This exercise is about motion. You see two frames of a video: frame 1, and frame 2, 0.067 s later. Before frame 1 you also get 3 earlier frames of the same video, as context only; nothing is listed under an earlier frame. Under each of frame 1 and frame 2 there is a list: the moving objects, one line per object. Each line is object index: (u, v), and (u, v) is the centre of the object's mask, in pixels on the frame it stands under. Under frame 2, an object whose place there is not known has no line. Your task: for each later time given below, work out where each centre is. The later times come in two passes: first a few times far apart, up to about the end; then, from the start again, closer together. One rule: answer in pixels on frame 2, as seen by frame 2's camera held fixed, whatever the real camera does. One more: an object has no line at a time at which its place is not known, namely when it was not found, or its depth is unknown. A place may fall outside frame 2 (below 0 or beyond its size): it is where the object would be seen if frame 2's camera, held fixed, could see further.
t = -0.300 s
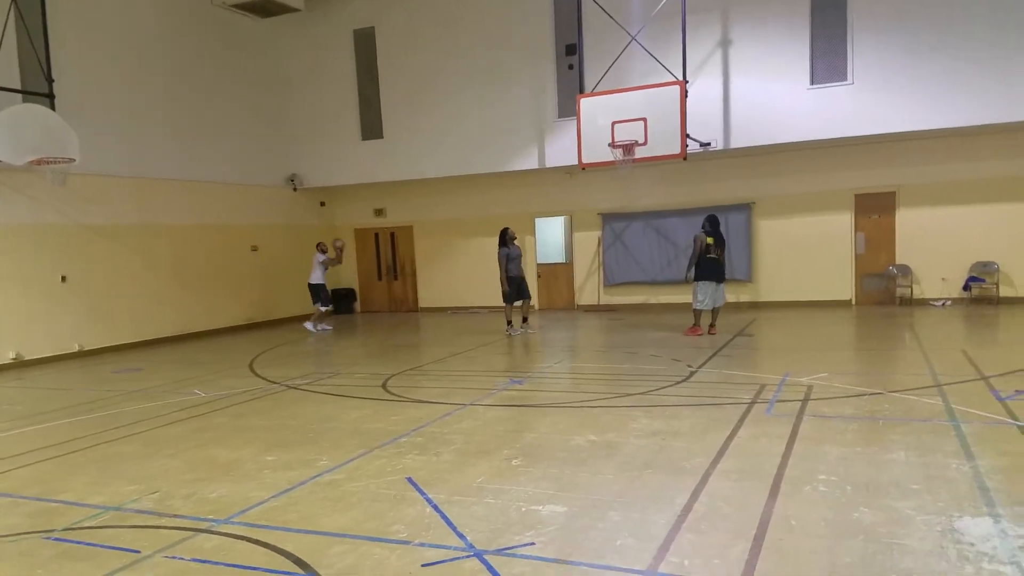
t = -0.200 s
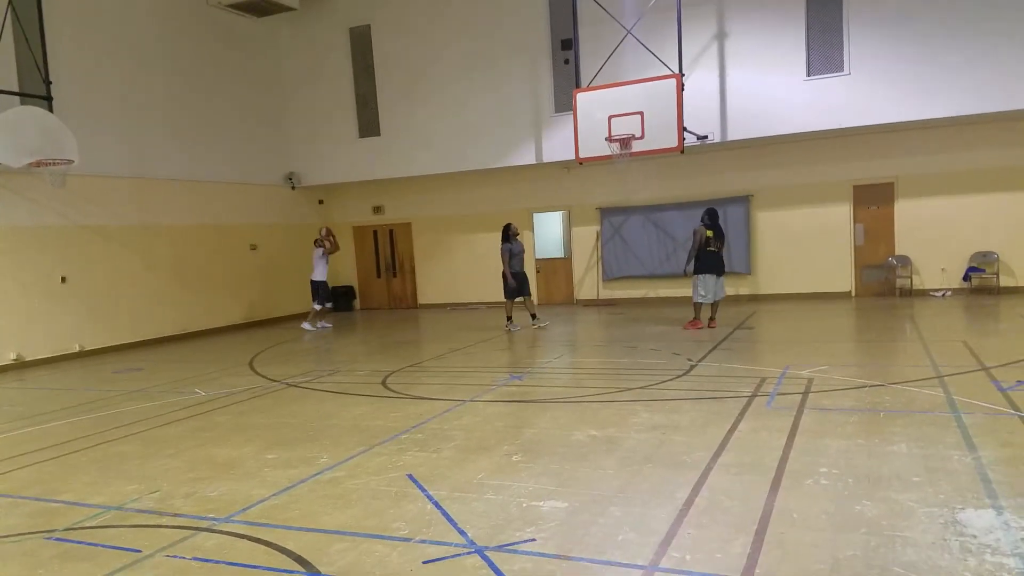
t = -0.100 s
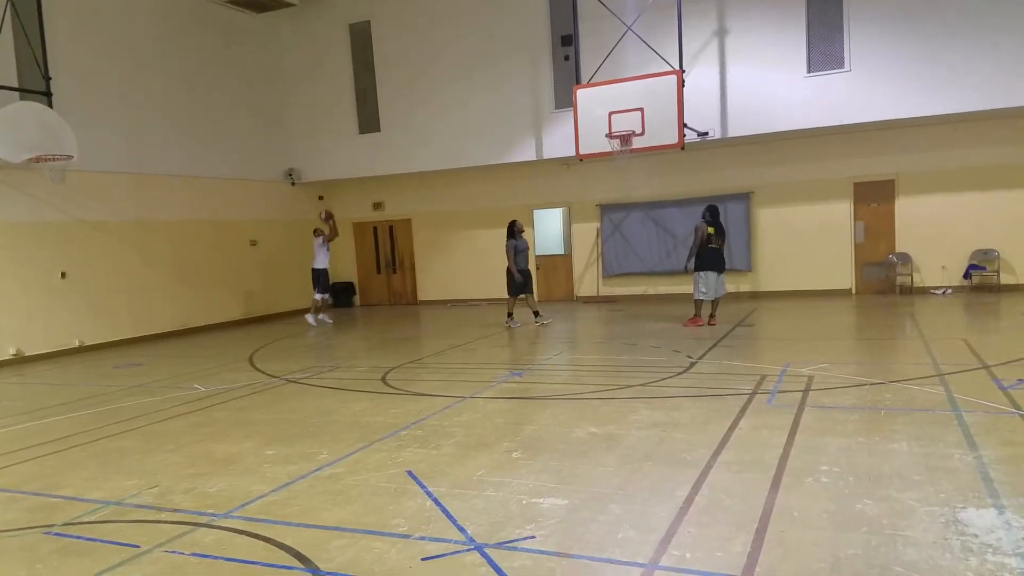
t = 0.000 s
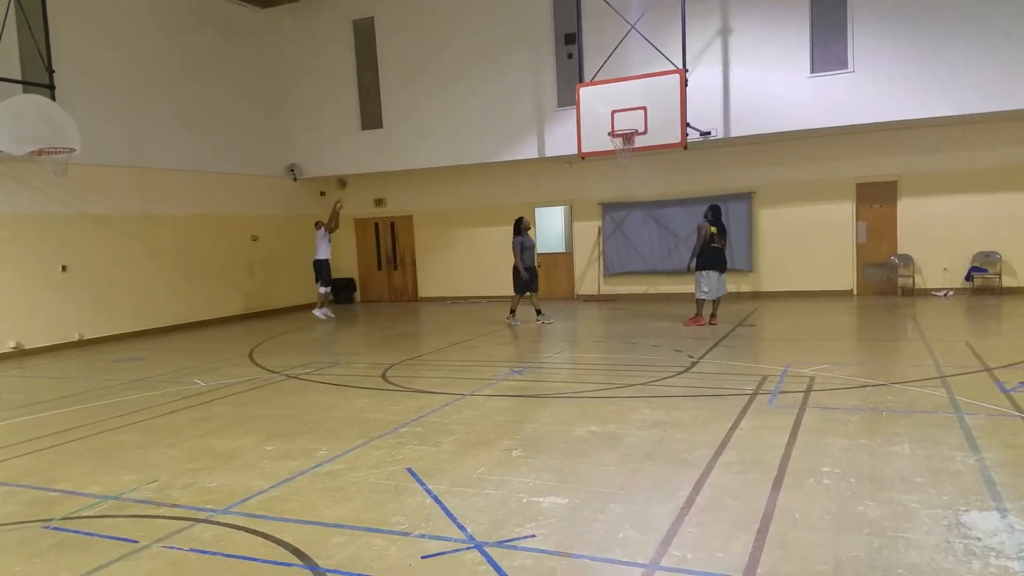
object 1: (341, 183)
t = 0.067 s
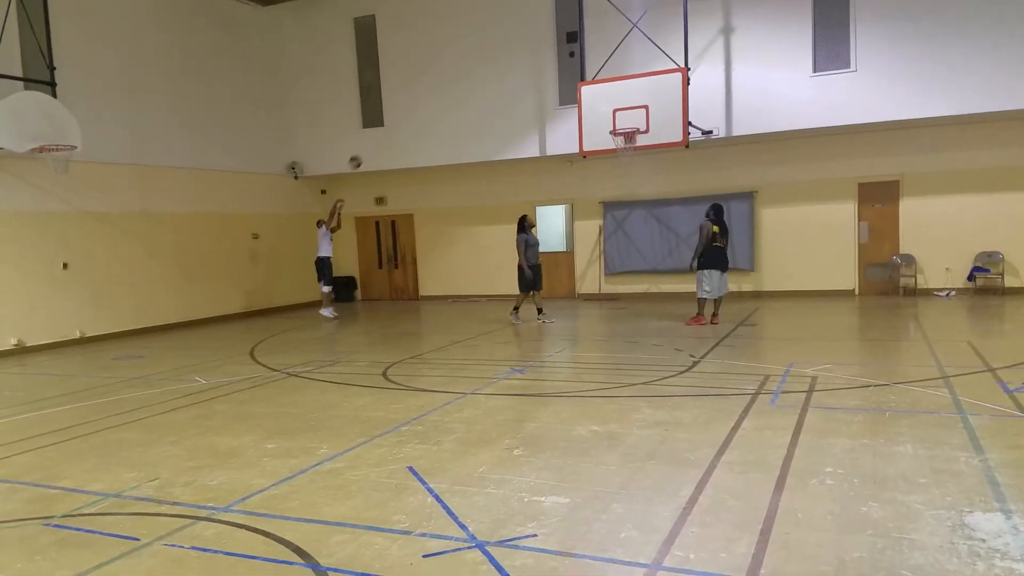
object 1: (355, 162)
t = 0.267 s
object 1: (400, 113)
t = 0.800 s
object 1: (541, 78)
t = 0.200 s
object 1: (384, 129)
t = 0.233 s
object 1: (391, 121)
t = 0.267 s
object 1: (400, 113)
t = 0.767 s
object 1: (531, 76)
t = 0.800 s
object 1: (541, 78)
